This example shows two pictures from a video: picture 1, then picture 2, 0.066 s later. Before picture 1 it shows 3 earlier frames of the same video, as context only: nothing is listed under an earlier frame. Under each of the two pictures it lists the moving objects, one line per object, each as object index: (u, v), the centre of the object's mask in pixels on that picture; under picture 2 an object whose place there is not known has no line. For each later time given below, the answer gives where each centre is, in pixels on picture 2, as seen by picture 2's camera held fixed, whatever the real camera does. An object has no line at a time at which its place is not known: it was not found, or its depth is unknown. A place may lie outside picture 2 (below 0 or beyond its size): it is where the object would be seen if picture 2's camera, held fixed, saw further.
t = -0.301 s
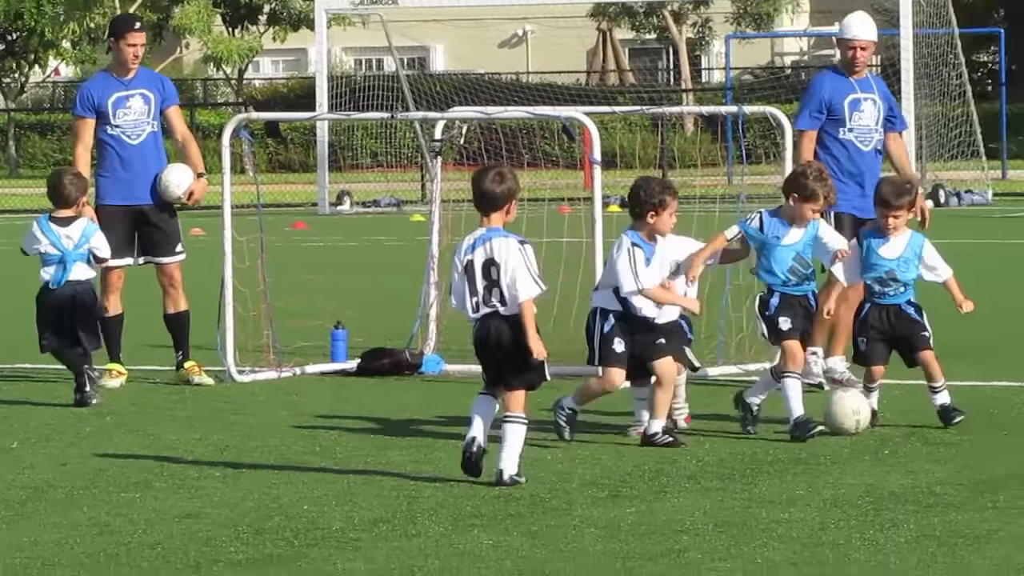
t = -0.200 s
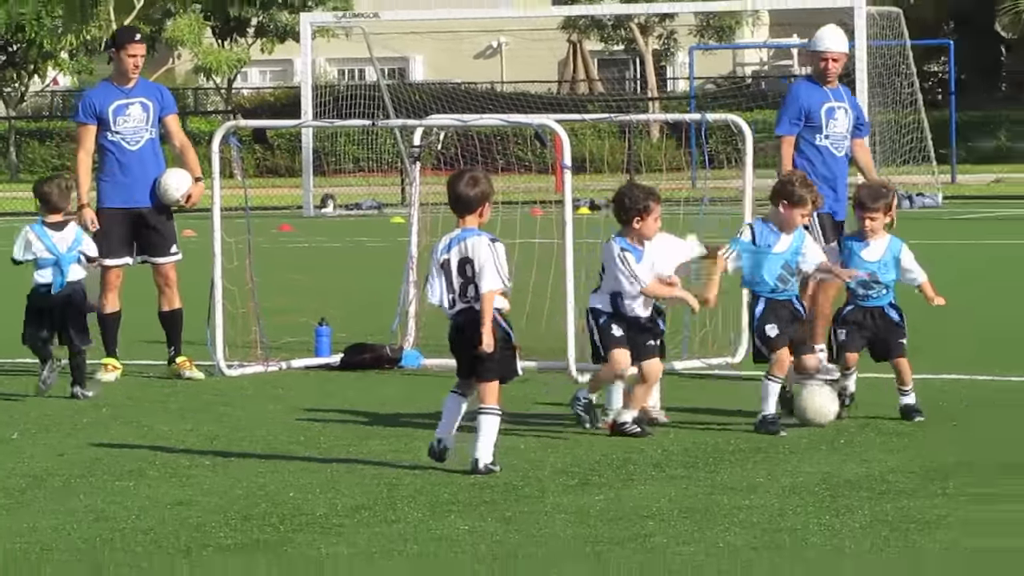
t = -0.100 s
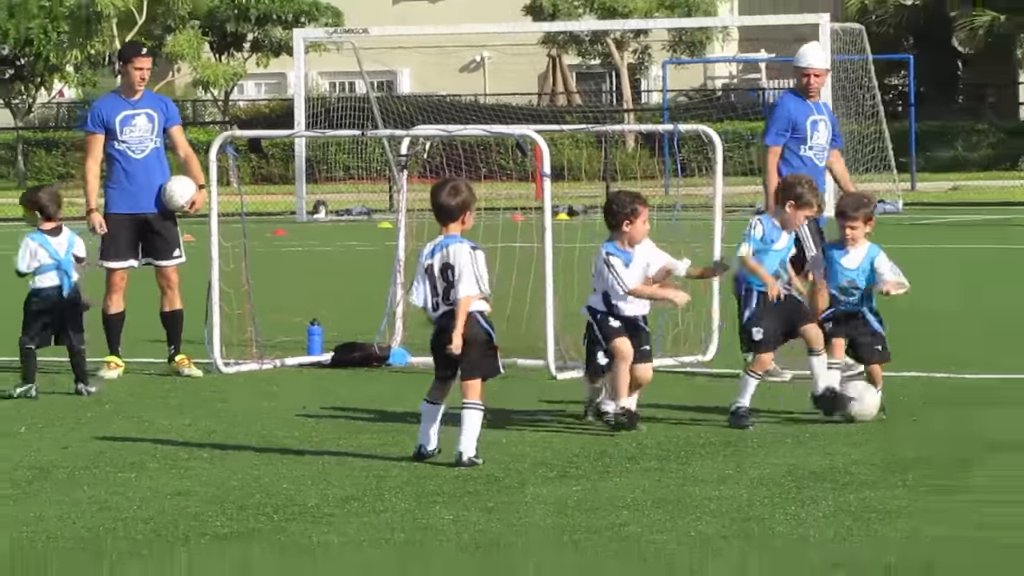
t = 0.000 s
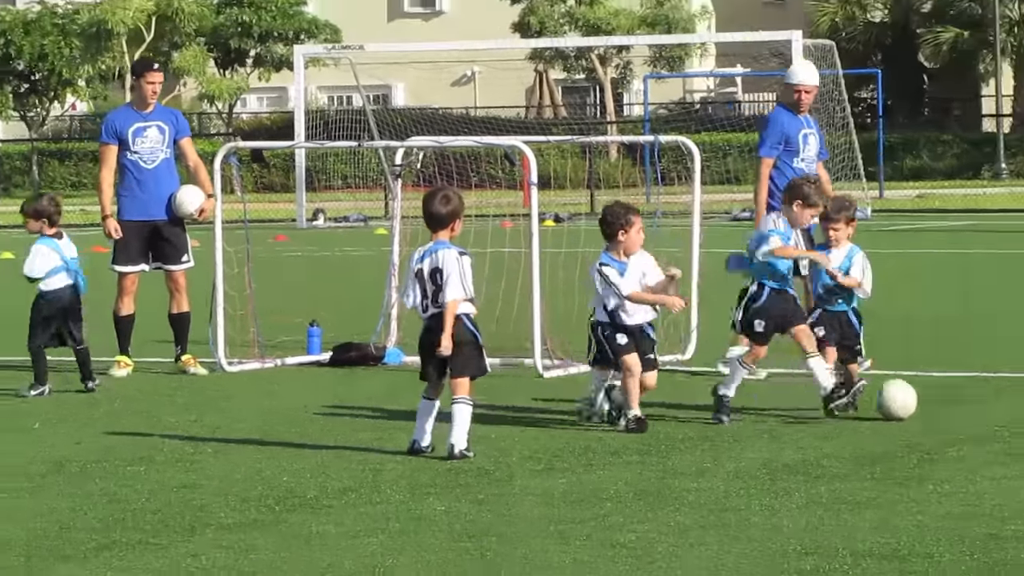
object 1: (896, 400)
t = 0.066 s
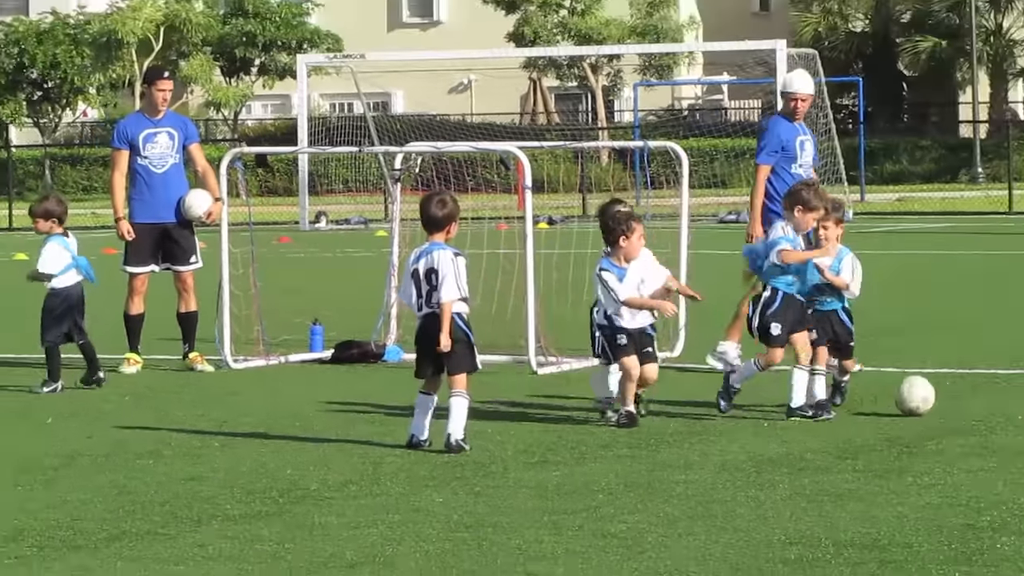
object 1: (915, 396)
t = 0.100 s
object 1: (931, 396)
